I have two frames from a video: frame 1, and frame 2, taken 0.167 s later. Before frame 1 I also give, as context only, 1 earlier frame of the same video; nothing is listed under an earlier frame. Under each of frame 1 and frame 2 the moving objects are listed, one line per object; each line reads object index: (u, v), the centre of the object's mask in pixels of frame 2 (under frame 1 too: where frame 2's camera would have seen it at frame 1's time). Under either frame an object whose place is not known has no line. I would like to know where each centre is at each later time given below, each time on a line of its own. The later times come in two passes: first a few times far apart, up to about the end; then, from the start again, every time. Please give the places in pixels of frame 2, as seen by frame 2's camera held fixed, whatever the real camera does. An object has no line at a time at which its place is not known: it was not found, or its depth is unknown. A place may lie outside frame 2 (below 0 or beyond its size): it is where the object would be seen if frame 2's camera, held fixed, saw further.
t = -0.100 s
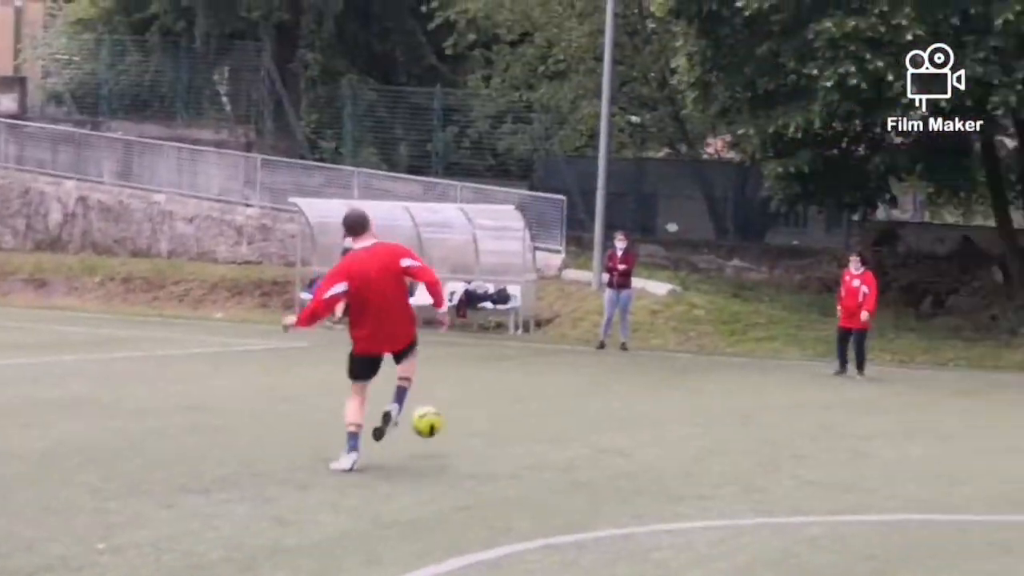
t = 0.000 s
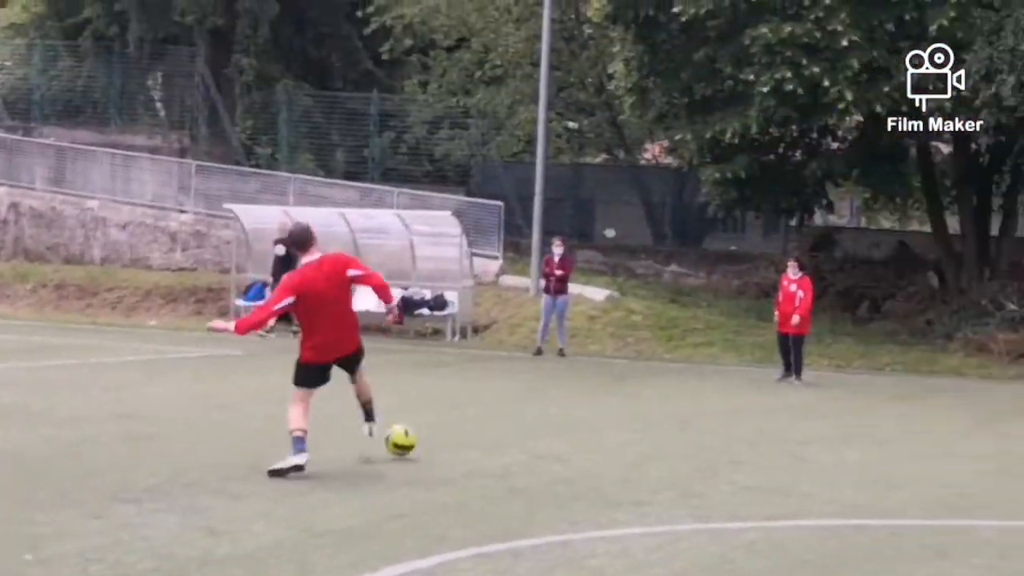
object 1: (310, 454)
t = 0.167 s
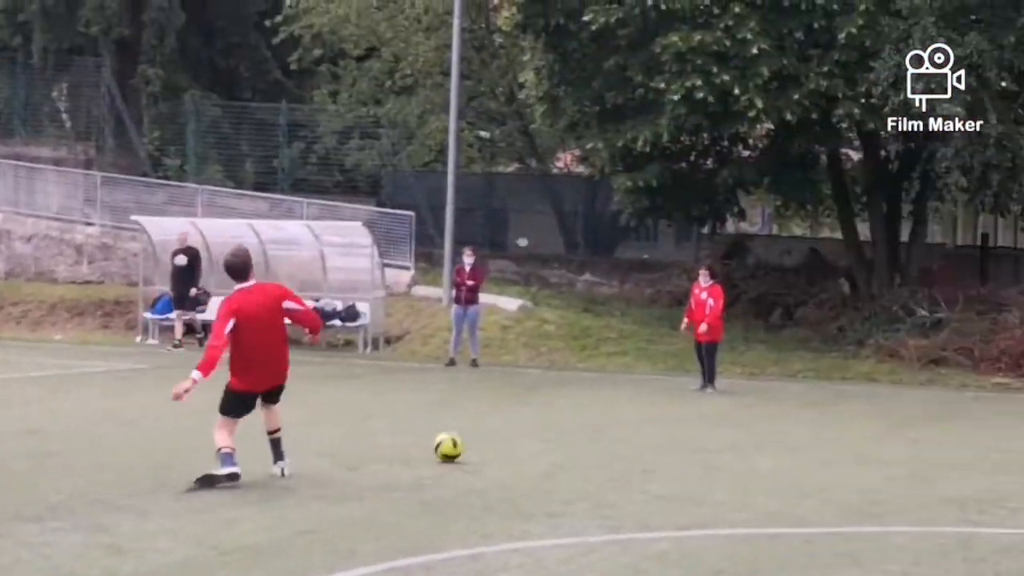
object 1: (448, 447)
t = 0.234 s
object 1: (493, 443)
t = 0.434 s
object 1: (606, 435)
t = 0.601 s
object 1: (676, 432)
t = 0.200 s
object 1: (472, 446)
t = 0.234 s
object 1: (493, 443)
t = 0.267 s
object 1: (514, 441)
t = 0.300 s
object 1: (534, 439)
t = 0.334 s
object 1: (554, 440)
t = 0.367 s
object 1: (572, 440)
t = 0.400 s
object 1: (589, 437)
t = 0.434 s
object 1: (606, 435)
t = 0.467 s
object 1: (622, 435)
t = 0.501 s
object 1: (636, 435)
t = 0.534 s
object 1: (650, 433)
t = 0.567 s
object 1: (664, 433)
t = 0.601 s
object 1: (676, 432)
